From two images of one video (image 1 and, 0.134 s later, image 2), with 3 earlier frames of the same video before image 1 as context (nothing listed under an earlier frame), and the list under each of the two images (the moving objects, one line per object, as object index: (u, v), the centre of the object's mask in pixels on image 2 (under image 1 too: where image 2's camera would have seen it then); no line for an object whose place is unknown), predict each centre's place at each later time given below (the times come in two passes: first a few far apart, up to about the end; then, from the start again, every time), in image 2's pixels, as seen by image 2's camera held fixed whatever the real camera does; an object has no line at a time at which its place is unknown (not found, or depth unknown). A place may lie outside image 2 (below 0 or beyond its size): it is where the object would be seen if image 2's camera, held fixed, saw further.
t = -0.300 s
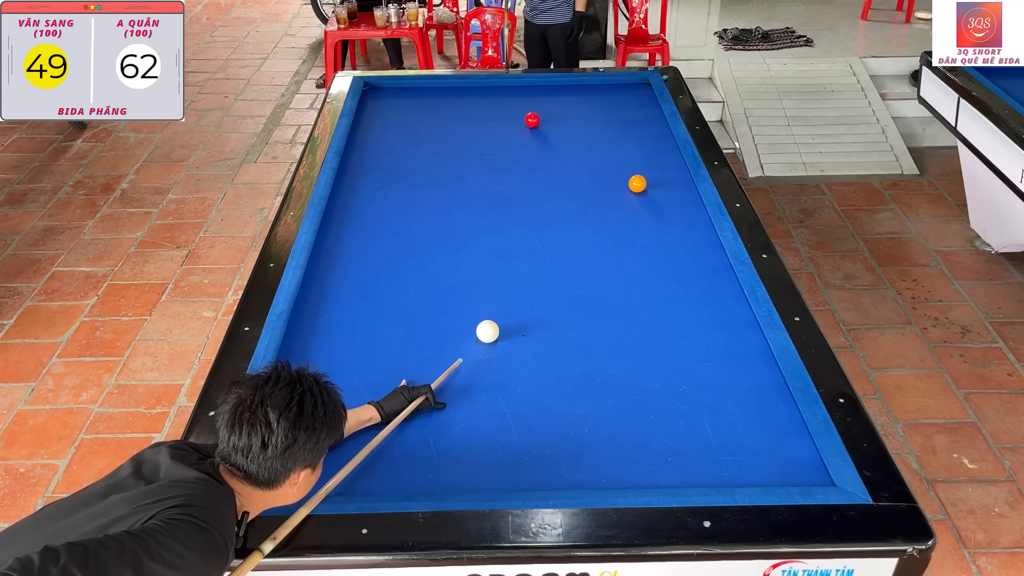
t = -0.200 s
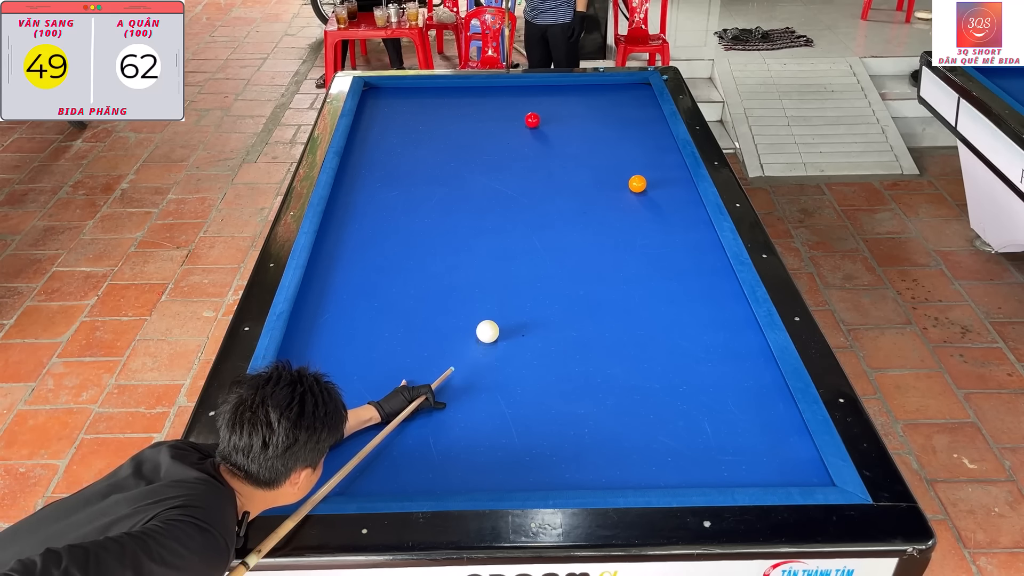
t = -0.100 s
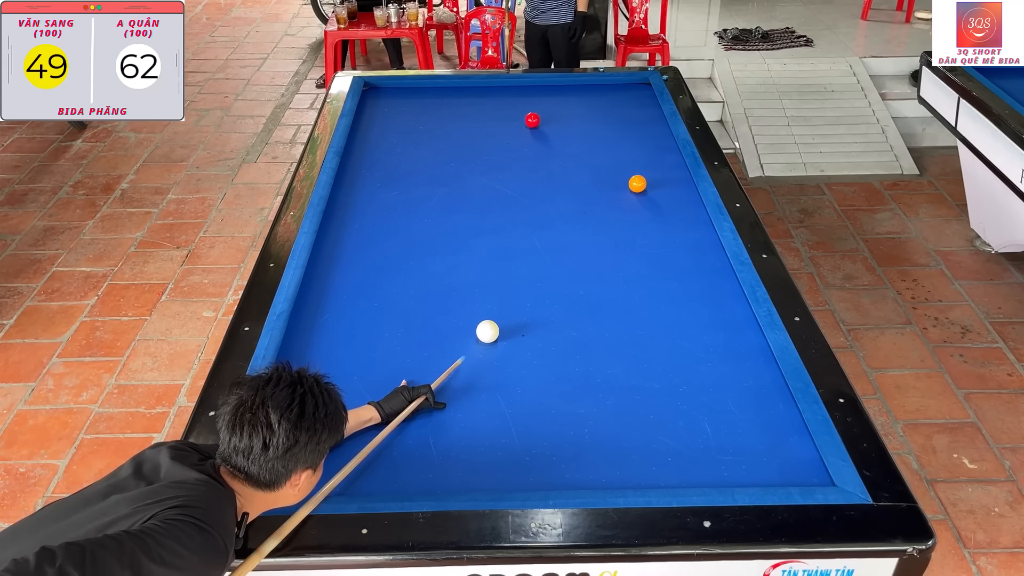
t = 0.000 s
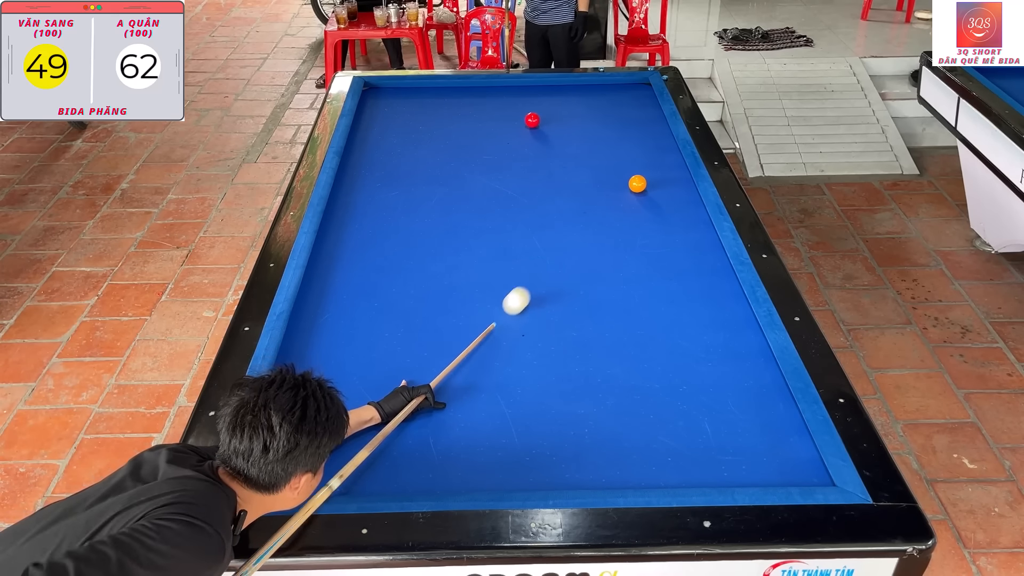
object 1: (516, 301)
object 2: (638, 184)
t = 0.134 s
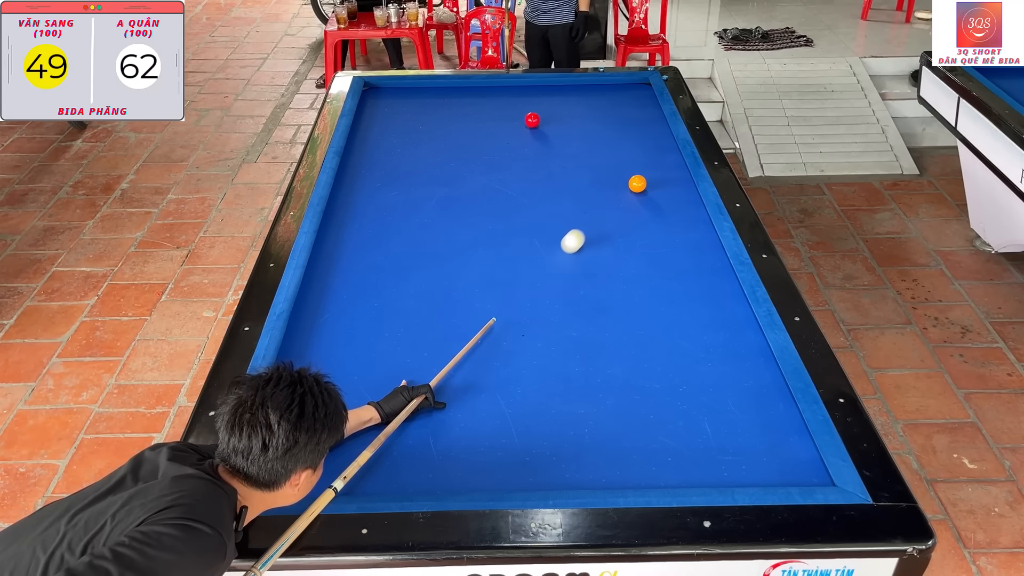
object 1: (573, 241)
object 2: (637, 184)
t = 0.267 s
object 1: (616, 196)
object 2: (637, 184)
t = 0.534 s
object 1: (586, 165)
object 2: (636, 159)
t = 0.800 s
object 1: (554, 147)
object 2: (569, 142)
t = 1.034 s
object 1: (514, 136)
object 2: (531, 127)
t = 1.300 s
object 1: (472, 124)
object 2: (486, 121)
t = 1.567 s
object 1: (428, 113)
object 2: (448, 114)
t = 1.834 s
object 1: (387, 104)
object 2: (412, 108)
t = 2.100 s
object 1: (381, 93)
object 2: (379, 102)
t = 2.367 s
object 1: (402, 91)
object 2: (379, 98)
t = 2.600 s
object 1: (420, 87)
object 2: (394, 96)
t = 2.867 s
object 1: (438, 85)
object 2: (410, 94)
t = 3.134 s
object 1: (452, 87)
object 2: (426, 92)
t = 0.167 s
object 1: (585, 229)
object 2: (638, 184)
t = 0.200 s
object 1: (596, 217)
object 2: (637, 184)
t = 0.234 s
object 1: (606, 206)
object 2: (637, 184)
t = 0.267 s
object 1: (616, 196)
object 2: (637, 184)
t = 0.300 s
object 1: (622, 187)
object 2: (641, 183)
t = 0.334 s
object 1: (616, 183)
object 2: (654, 178)
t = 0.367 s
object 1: (610, 180)
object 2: (668, 173)
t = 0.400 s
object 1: (605, 176)
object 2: (680, 168)
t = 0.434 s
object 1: (600, 173)
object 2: (670, 165)
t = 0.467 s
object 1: (595, 170)
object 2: (658, 163)
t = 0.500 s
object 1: (591, 168)
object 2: (647, 161)
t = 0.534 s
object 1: (586, 165)
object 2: (636, 159)
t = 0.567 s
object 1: (582, 163)
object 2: (626, 156)
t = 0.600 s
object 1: (578, 160)
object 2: (616, 154)
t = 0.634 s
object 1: (574, 158)
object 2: (608, 152)
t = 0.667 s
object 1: (570, 155)
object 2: (599, 150)
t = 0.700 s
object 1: (566, 153)
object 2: (591, 148)
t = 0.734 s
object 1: (563, 151)
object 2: (583, 146)
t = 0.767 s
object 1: (559, 149)
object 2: (575, 145)
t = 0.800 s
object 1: (554, 147)
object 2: (569, 142)
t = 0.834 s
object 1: (548, 145)
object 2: (563, 140)
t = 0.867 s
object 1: (542, 144)
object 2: (557, 137)
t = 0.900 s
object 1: (536, 142)
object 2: (552, 135)
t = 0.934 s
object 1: (531, 140)
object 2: (546, 133)
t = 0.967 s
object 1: (525, 139)
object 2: (541, 131)
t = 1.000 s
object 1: (520, 137)
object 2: (536, 129)
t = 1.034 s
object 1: (514, 136)
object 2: (531, 127)
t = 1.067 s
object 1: (509, 134)
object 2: (525, 126)
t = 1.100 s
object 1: (503, 133)
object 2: (520, 125)
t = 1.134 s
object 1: (498, 131)
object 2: (514, 125)
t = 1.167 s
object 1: (492, 130)
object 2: (508, 124)
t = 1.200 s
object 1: (487, 128)
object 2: (503, 123)
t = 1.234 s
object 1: (482, 127)
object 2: (497, 122)
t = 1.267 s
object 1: (477, 125)
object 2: (492, 121)
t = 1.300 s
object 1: (472, 124)
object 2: (486, 121)
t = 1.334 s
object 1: (467, 123)
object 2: (481, 120)
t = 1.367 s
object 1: (461, 121)
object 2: (476, 119)
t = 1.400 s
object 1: (456, 120)
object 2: (471, 118)
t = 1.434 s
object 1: (450, 119)
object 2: (466, 118)
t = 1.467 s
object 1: (445, 117)
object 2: (462, 117)
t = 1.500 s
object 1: (439, 116)
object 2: (457, 116)
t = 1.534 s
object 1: (434, 115)
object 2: (452, 115)
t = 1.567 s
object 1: (428, 113)
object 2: (448, 114)
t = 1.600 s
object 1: (423, 112)
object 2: (443, 113)
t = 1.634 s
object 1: (418, 111)
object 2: (439, 112)
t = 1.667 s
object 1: (413, 110)
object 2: (434, 112)
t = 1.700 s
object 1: (407, 108)
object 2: (430, 111)
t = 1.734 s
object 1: (402, 107)
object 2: (425, 110)
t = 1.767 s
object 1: (397, 106)
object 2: (421, 109)
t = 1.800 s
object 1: (392, 105)
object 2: (417, 109)
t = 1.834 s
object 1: (387, 104)
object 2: (412, 108)
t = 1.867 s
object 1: (382, 102)
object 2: (408, 107)
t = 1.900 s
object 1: (377, 101)
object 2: (404, 106)
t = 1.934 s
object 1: (372, 100)
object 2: (400, 105)
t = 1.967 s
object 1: (368, 99)
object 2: (395, 105)
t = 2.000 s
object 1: (368, 98)
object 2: (391, 104)
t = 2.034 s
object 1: (373, 97)
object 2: (387, 103)
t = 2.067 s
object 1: (375, 95)
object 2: (383, 103)
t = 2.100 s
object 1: (381, 93)
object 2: (379, 102)
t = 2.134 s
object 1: (385, 95)
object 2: (375, 101)
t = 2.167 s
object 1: (386, 95)
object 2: (371, 100)
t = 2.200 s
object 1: (389, 94)
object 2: (367, 99)
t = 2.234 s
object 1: (392, 94)
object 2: (368, 99)
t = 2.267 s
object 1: (394, 93)
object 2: (372, 98)
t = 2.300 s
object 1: (397, 92)
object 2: (375, 98)
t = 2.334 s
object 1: (400, 92)
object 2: (377, 98)
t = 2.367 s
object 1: (402, 91)
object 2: (379, 98)
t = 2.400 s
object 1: (405, 91)
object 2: (381, 98)
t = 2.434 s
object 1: (407, 90)
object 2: (383, 97)
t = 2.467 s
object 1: (410, 89)
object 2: (386, 97)
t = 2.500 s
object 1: (413, 89)
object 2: (388, 97)
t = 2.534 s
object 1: (415, 88)
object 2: (390, 96)
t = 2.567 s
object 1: (417, 88)
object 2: (392, 96)
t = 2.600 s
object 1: (420, 87)
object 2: (394, 96)
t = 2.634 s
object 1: (423, 86)
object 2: (396, 96)
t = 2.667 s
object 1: (425, 86)
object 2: (398, 95)
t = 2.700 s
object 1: (428, 85)
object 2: (400, 95)
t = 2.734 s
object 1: (430, 85)
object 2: (402, 95)
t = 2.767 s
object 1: (432, 84)
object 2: (404, 95)
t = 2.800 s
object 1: (434, 85)
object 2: (406, 94)
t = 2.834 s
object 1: (436, 85)
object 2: (409, 94)
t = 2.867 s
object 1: (438, 85)
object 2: (410, 94)
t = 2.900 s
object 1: (439, 86)
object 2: (413, 94)
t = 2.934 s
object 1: (441, 86)
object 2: (414, 93)
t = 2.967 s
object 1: (443, 86)
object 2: (416, 93)
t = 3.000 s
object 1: (445, 86)
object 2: (418, 93)
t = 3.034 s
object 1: (447, 87)
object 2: (420, 93)
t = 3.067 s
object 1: (448, 87)
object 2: (422, 92)
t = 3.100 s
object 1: (450, 87)
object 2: (424, 92)
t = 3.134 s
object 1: (452, 87)
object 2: (426, 92)
